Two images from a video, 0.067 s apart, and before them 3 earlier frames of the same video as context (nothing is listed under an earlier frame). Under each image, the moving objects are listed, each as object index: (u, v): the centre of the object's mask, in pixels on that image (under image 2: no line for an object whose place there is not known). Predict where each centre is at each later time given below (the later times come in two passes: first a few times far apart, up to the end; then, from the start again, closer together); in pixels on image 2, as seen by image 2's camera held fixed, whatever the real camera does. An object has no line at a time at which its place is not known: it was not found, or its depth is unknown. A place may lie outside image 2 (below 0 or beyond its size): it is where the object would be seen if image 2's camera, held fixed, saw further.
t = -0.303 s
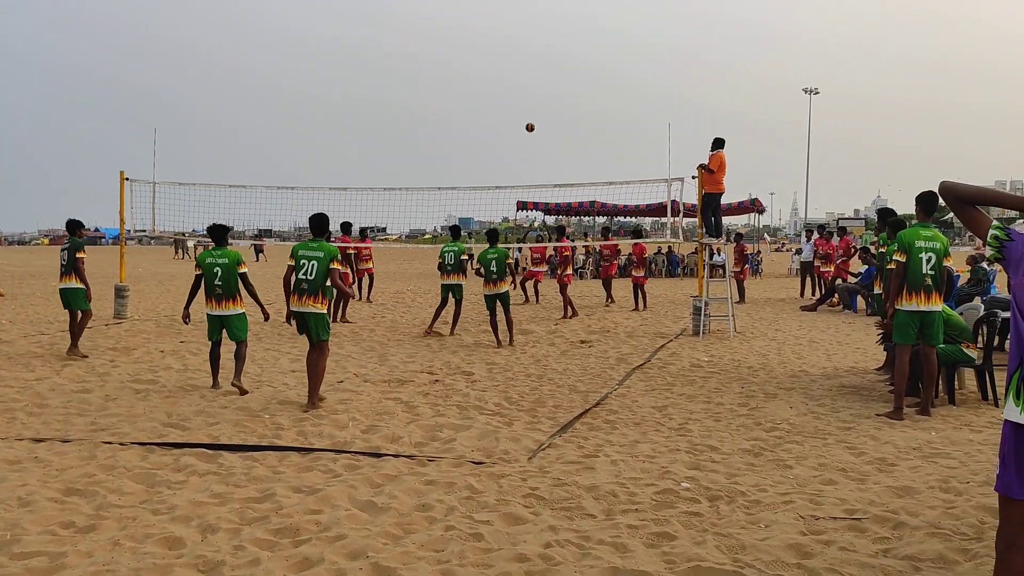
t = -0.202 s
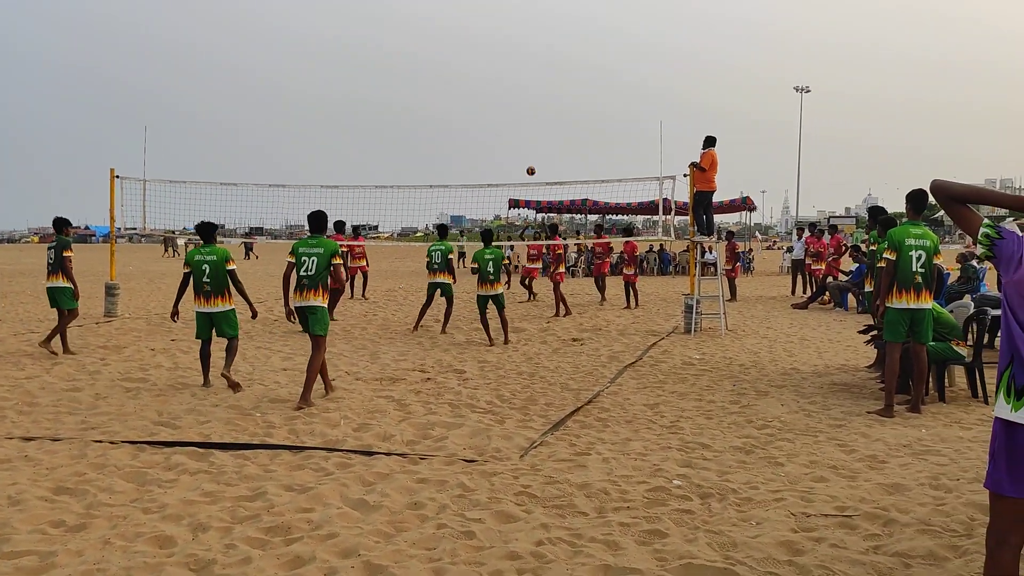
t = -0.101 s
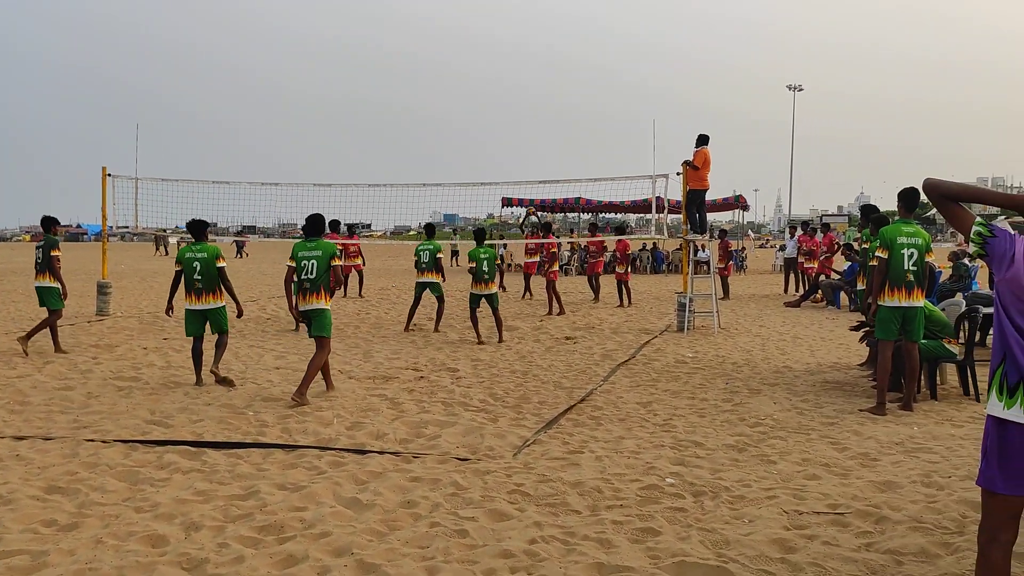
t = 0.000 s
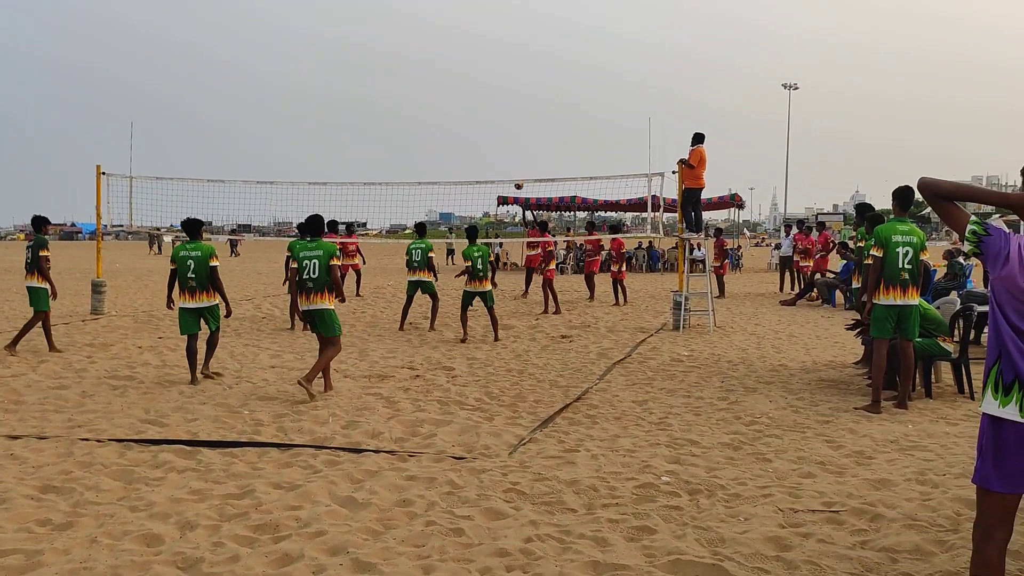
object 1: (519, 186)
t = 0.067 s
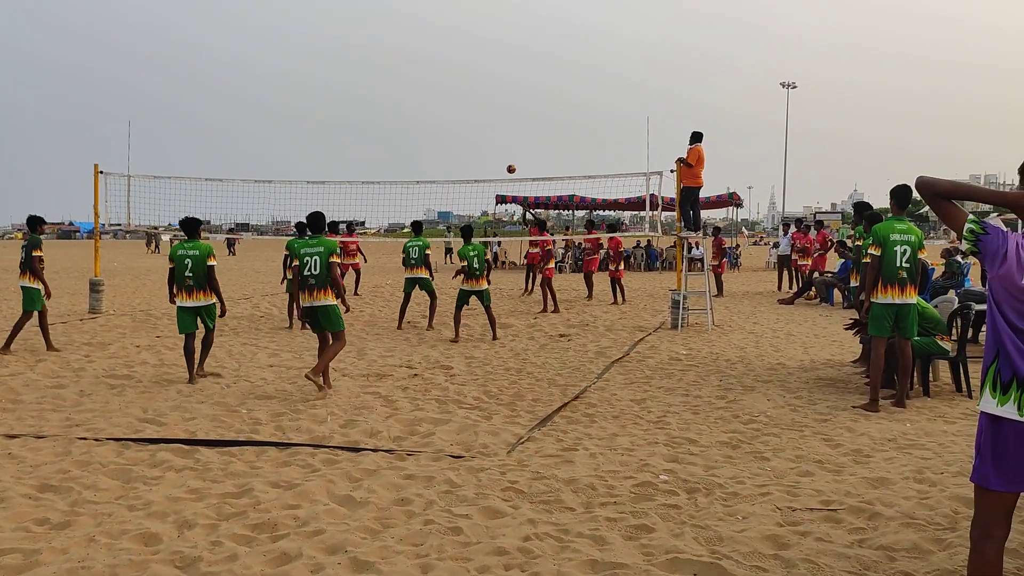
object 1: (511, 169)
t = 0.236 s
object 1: (494, 140)
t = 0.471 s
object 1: (470, 116)
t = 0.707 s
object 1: (446, 115)
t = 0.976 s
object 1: (420, 151)
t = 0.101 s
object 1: (508, 162)
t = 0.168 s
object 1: (501, 150)
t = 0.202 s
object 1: (497, 144)
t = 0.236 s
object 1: (494, 140)
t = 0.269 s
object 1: (491, 135)
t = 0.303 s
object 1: (487, 131)
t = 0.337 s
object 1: (484, 127)
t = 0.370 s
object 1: (480, 123)
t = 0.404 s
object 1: (477, 120)
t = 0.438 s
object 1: (473, 118)
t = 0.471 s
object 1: (470, 116)
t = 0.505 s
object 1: (467, 114)
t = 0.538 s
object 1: (463, 113)
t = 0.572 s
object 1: (461, 112)
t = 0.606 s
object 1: (457, 112)
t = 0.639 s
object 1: (453, 113)
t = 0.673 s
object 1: (450, 114)
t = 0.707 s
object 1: (446, 115)
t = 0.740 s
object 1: (443, 118)
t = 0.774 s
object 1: (440, 121)
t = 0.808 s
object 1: (436, 124)
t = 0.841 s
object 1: (433, 128)
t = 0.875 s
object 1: (430, 133)
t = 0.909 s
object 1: (427, 139)
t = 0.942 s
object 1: (424, 144)
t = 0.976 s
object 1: (420, 151)
